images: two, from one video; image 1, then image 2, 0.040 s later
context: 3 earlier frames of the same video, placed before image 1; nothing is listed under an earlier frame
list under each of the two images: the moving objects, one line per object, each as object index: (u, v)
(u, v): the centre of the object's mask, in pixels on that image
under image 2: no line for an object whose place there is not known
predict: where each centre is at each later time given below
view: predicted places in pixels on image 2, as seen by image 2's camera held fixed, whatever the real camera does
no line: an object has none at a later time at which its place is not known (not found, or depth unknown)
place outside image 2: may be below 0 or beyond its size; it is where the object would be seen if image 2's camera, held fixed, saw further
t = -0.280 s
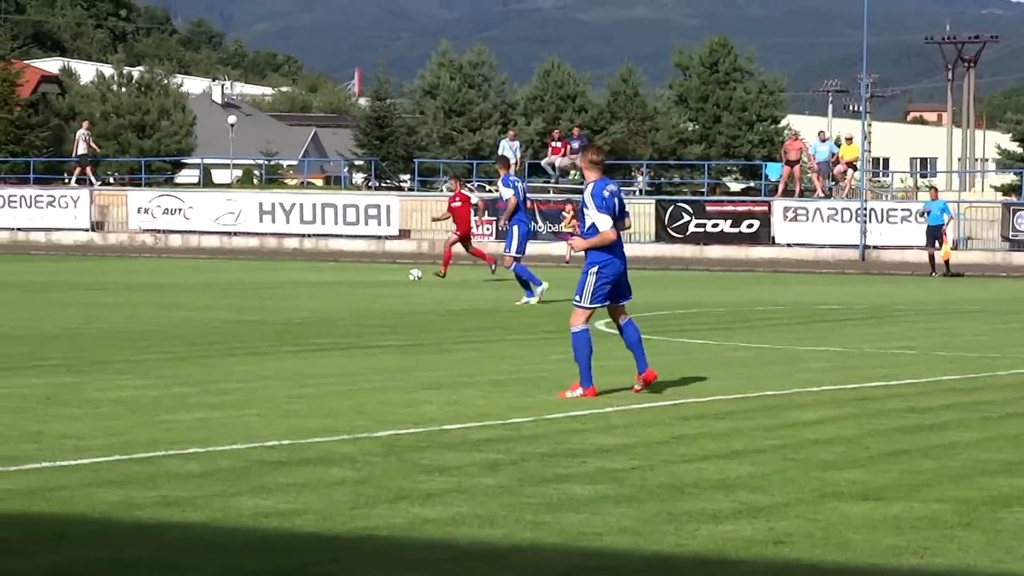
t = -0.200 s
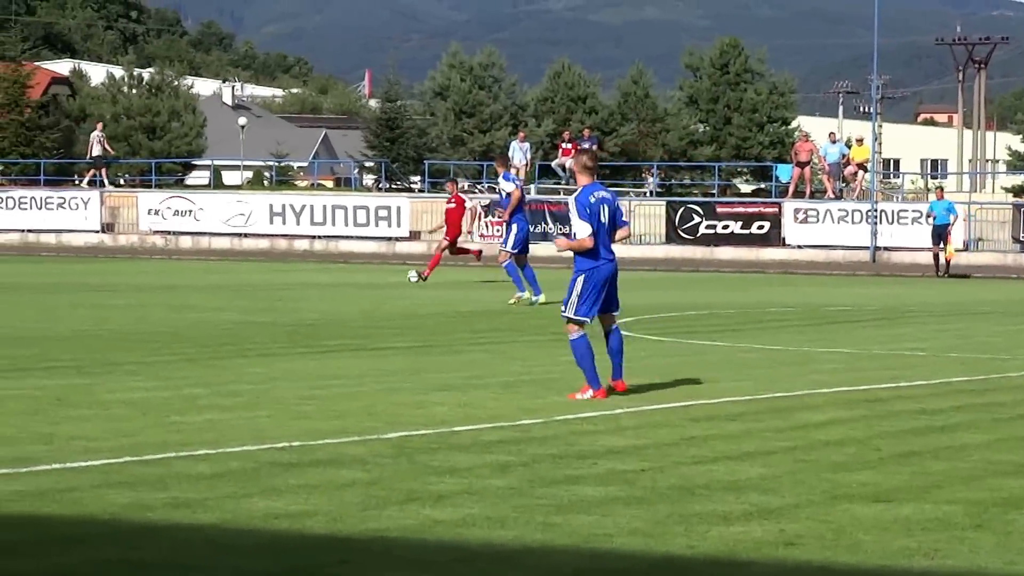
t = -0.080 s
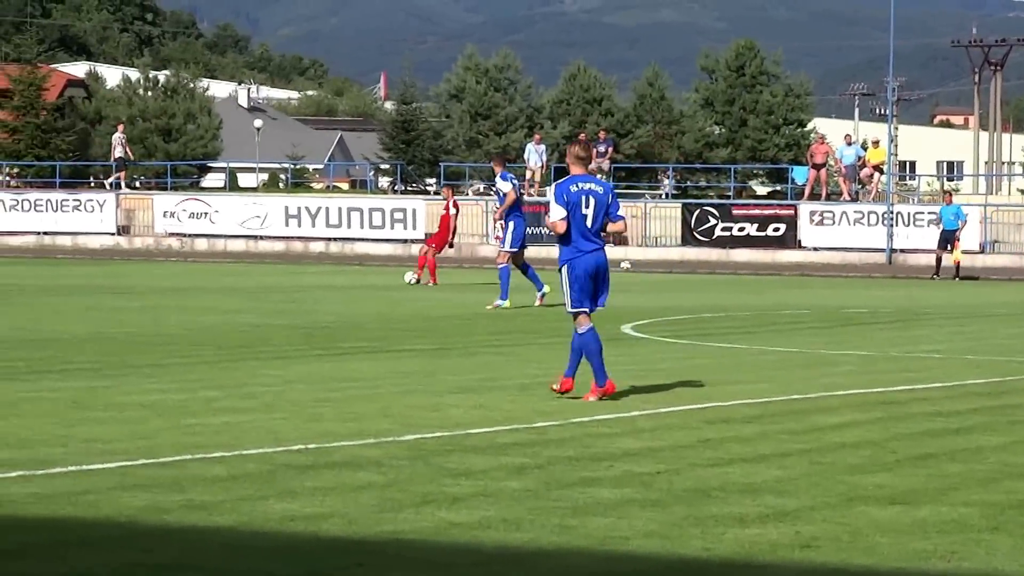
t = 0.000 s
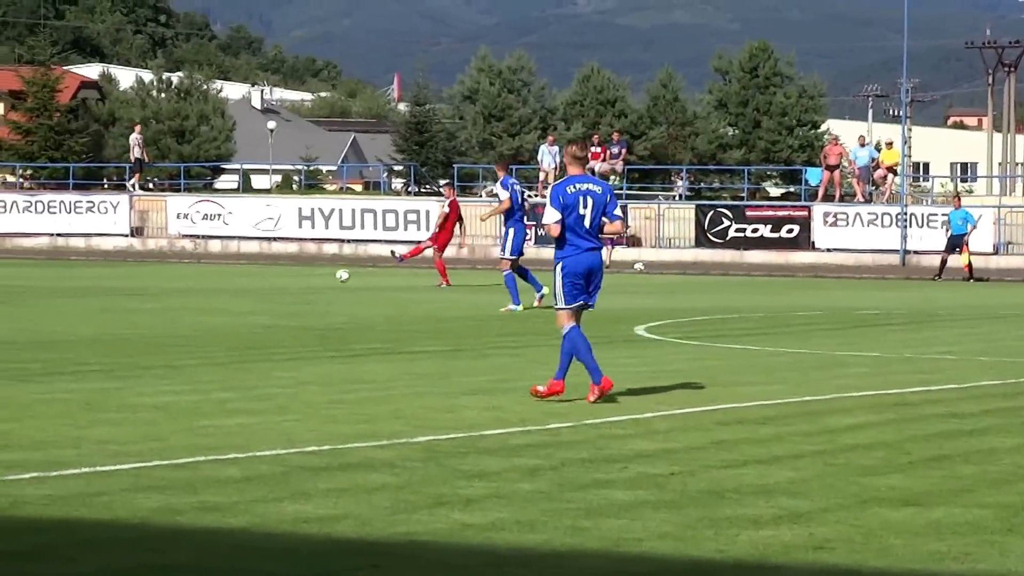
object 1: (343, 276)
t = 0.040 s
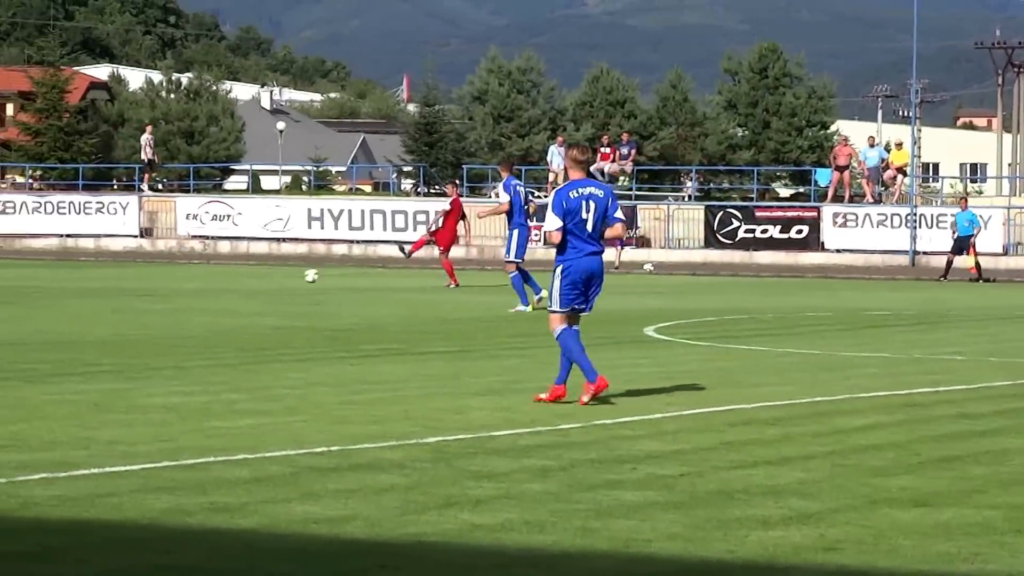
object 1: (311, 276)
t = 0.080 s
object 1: (276, 277)
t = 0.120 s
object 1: (242, 280)
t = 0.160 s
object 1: (208, 283)
